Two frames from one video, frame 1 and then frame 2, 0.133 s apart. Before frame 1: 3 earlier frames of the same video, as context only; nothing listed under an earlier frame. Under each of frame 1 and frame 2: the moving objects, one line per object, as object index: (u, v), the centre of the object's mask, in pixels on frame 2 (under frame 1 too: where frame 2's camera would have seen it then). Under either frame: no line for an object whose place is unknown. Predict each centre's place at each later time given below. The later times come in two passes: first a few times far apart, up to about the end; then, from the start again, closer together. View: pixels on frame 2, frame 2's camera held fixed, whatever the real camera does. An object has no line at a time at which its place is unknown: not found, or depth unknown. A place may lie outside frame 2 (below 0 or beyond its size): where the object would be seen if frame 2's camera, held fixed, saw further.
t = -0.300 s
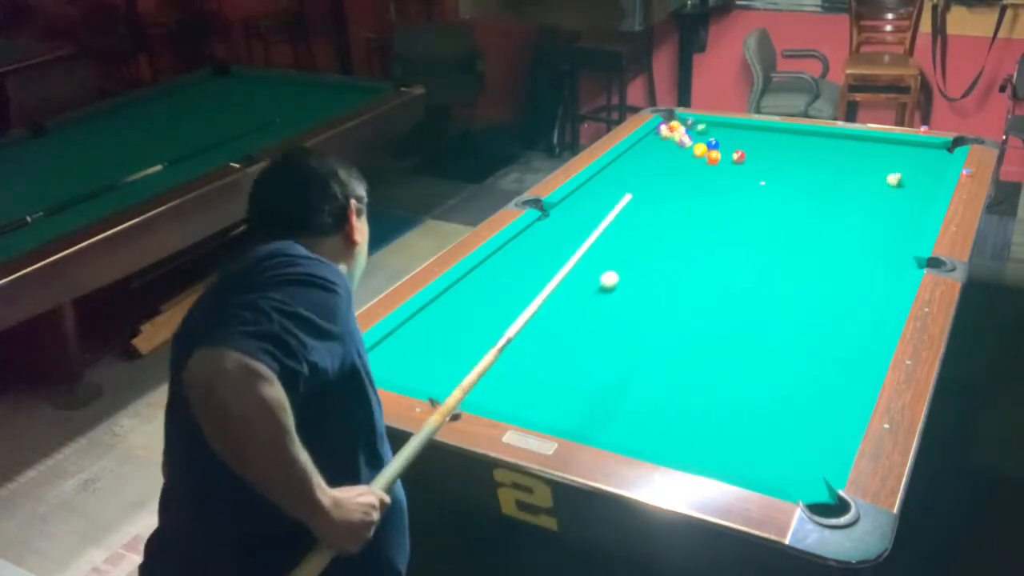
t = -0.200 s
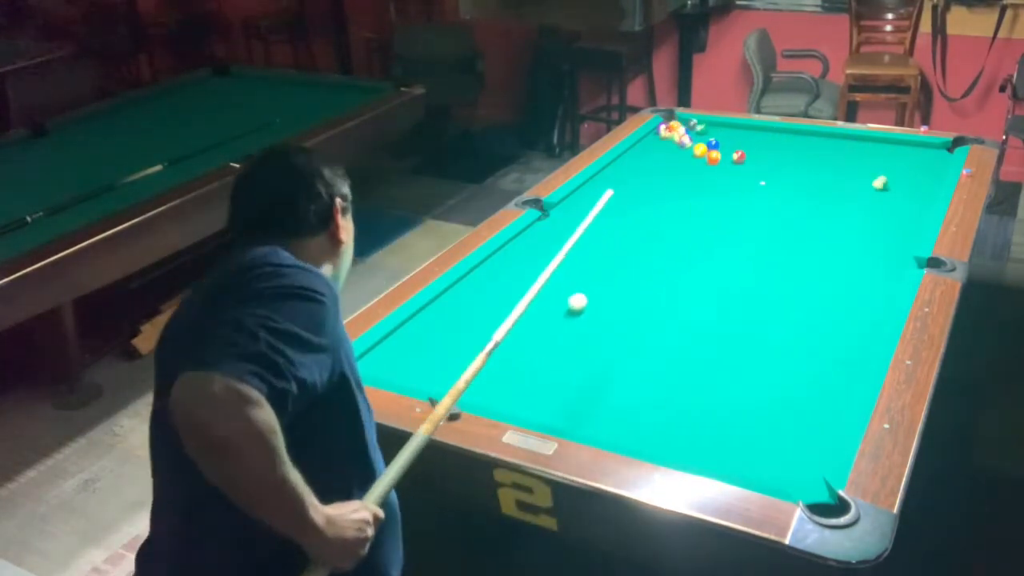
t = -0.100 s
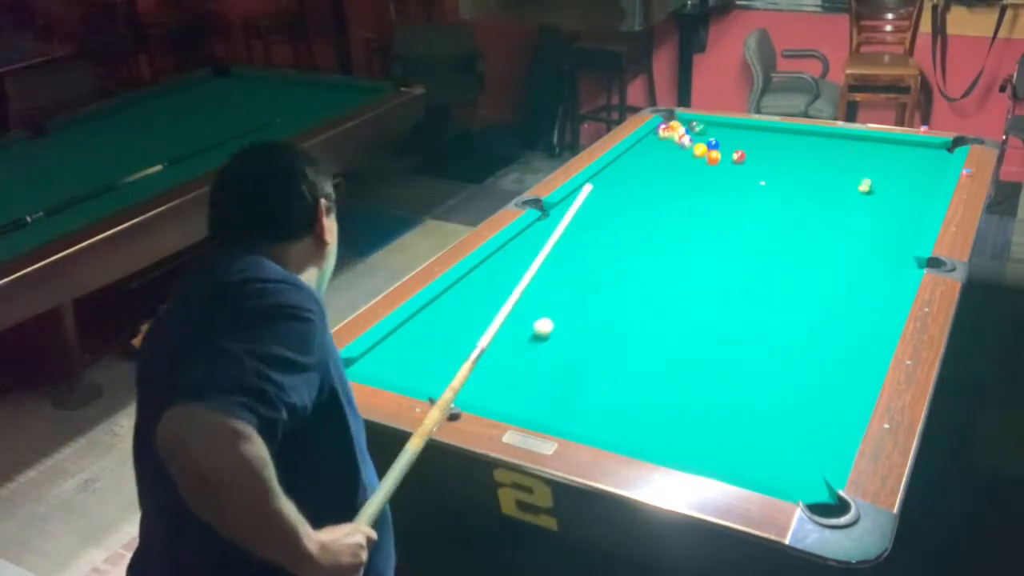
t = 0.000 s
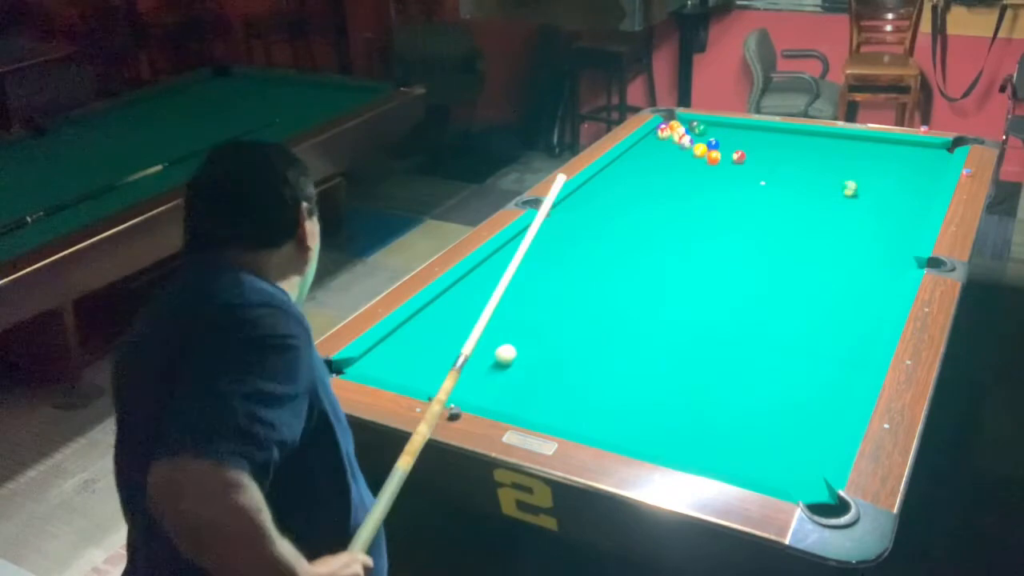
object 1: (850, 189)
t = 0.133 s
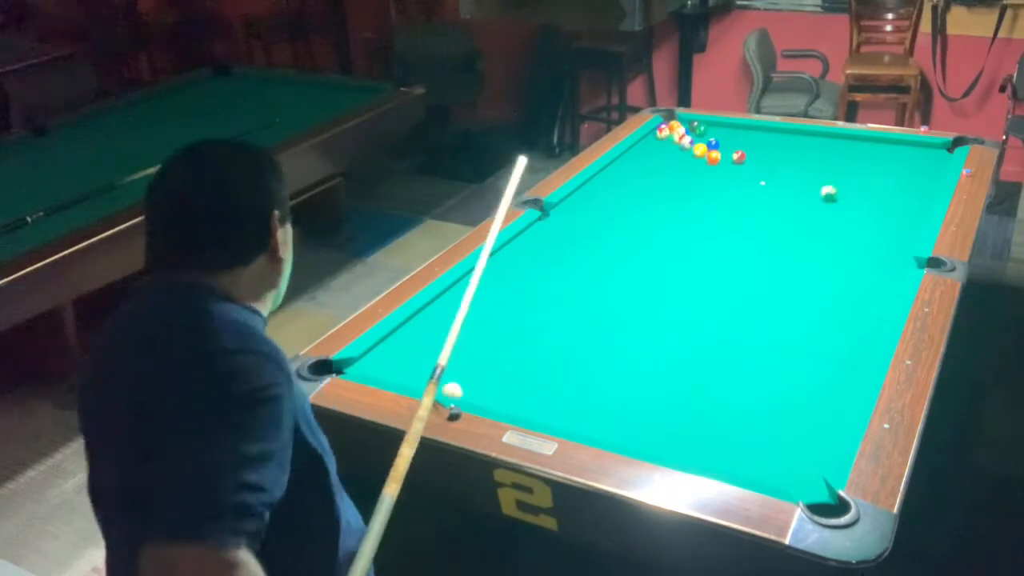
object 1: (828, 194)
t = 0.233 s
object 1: (814, 197)
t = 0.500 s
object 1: (774, 207)
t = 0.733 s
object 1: (738, 214)
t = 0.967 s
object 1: (704, 222)
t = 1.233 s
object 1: (664, 230)
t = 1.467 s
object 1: (631, 238)
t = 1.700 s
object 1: (596, 245)
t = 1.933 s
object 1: (564, 252)
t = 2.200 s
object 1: (526, 261)
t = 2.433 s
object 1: (494, 267)
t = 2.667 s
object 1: (479, 276)
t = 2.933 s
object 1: (478, 284)
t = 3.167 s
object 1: (481, 293)
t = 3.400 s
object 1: (481, 301)
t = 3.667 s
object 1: (481, 310)
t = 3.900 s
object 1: (483, 317)
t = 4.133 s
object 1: (484, 323)
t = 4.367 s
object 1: (485, 330)
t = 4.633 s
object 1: (485, 335)
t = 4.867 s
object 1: (486, 340)
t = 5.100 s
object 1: (488, 344)
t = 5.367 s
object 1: (489, 348)
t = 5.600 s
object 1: (490, 350)
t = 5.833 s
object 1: (492, 352)
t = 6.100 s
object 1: (492, 353)
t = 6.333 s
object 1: (492, 354)
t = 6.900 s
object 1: (492, 352)
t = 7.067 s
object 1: (492, 353)
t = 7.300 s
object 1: (492, 353)
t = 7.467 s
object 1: (498, 352)
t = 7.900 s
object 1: (492, 353)
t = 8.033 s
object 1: (492, 353)
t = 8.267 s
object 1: (492, 353)
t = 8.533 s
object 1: (492, 353)
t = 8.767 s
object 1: (492, 354)
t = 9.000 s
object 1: (492, 354)
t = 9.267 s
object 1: (492, 354)
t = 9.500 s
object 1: (492, 354)
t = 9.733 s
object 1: (492, 354)
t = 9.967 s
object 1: (492, 354)
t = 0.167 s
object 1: (824, 196)
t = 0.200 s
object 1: (819, 196)
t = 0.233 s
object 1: (814, 197)
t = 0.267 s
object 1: (809, 199)
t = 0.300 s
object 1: (804, 199)
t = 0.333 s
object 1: (798, 200)
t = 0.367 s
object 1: (793, 202)
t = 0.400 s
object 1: (789, 202)
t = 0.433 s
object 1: (783, 203)
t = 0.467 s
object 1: (778, 205)
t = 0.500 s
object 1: (774, 207)
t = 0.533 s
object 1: (768, 207)
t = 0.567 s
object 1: (763, 209)
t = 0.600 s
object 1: (759, 210)
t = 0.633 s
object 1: (753, 210)
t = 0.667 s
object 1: (748, 212)
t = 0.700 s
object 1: (743, 213)
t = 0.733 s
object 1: (738, 214)
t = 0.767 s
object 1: (733, 215)
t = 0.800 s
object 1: (728, 216)
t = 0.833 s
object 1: (724, 217)
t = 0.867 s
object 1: (718, 218)
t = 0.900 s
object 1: (713, 220)
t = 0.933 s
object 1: (708, 221)
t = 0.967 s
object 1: (704, 222)
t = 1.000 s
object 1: (698, 223)
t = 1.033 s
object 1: (693, 224)
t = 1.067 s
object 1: (689, 226)
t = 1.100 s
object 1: (683, 226)
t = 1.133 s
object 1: (678, 227)
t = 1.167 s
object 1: (673, 229)
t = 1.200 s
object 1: (669, 230)
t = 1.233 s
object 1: (664, 230)
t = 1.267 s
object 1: (658, 231)
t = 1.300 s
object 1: (654, 233)
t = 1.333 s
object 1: (650, 234)
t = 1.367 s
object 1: (644, 235)
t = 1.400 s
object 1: (640, 235)
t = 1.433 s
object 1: (634, 237)
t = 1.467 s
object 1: (631, 238)
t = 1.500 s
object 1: (625, 238)
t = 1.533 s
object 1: (619, 240)
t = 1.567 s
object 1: (616, 241)
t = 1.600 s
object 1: (612, 242)
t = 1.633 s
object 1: (606, 243)
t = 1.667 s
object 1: (601, 244)
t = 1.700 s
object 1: (596, 245)
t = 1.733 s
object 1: (592, 247)
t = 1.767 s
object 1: (587, 247)
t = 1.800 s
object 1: (582, 248)
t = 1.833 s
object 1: (577, 249)
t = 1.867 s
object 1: (572, 251)
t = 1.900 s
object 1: (569, 252)
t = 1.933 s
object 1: (564, 252)
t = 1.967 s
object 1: (558, 253)
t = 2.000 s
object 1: (554, 254)
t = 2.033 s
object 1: (549, 256)
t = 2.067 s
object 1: (545, 256)
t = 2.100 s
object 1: (540, 257)
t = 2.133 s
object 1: (535, 258)
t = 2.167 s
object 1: (530, 260)
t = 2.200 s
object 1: (526, 261)
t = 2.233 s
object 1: (522, 261)
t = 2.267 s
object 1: (517, 262)
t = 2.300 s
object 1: (512, 263)
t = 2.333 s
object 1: (507, 264)
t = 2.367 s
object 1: (503, 266)
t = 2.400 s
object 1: (500, 266)
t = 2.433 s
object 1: (494, 267)
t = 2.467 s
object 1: (489, 267)
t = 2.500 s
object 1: (484, 269)
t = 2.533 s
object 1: (481, 270)
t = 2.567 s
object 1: (478, 272)
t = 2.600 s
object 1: (479, 273)
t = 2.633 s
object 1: (480, 274)
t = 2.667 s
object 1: (479, 276)
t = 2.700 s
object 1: (479, 276)
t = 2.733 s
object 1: (479, 277)
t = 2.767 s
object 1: (479, 279)
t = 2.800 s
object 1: (478, 280)
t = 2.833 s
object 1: (479, 281)
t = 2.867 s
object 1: (479, 282)
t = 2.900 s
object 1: (479, 283)
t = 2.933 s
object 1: (478, 284)
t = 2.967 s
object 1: (479, 285)
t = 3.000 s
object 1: (479, 287)
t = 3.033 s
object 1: (480, 289)
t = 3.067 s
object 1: (480, 290)
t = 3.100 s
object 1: (481, 291)
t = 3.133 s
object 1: (481, 292)
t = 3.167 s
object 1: (481, 293)
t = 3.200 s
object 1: (481, 294)
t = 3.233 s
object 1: (481, 295)
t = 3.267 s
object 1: (481, 297)
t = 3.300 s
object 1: (481, 298)
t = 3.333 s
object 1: (482, 299)
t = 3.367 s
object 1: (481, 300)
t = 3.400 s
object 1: (481, 301)
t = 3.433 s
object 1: (481, 302)
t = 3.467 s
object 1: (481, 303)
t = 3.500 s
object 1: (481, 304)
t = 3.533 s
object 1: (481, 305)
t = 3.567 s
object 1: (481, 306)
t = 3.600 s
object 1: (481, 307)
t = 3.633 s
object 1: (481, 309)
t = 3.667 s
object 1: (481, 310)
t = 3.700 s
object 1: (481, 311)
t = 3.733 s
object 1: (481, 312)
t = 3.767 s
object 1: (481, 313)
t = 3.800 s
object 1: (482, 314)
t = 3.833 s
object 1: (483, 315)
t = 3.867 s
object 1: (483, 316)
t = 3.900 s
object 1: (483, 317)
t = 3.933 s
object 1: (483, 317)
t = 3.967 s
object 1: (483, 319)
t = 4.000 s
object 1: (484, 319)
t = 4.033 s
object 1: (484, 320)
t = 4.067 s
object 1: (484, 321)
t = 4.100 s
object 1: (484, 322)
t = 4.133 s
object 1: (484, 323)
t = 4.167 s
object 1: (485, 324)
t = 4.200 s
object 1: (484, 325)
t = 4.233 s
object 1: (484, 326)
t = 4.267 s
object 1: (484, 327)
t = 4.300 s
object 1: (485, 328)
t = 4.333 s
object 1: (485, 329)
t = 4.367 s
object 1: (485, 330)
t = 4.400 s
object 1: (485, 331)
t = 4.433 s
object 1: (485, 331)
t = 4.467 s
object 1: (485, 332)
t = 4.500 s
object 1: (485, 333)
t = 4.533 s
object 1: (485, 333)
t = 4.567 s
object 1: (485, 334)
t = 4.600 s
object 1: (485, 335)
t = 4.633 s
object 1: (485, 335)
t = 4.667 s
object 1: (486, 336)
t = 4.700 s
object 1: (486, 337)
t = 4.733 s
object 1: (486, 338)
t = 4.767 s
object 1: (486, 338)
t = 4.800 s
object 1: (486, 339)
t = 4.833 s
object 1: (486, 340)
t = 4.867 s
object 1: (486, 340)
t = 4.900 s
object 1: (486, 340)
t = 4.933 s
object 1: (487, 341)
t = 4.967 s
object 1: (486, 342)
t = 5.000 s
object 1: (487, 343)
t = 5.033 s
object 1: (487, 343)
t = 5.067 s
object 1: (488, 343)
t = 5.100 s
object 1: (488, 344)
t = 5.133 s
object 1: (488, 345)
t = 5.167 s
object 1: (488, 345)
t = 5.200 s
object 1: (488, 346)
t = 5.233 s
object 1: (489, 346)
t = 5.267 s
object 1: (489, 347)
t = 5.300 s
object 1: (489, 347)
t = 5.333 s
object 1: (489, 347)
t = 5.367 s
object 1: (489, 348)
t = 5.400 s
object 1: (490, 348)
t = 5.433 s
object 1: (490, 348)
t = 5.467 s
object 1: (490, 349)
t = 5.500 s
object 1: (490, 349)
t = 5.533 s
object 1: (490, 350)
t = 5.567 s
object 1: (490, 350)
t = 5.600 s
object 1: (490, 350)
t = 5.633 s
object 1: (490, 350)
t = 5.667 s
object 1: (491, 351)
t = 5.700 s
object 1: (491, 351)
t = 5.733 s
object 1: (491, 351)
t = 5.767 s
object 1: (491, 351)
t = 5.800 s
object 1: (491, 352)
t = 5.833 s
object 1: (492, 352)
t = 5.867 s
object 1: (491, 352)
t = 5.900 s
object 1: (491, 352)
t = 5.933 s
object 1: (492, 352)
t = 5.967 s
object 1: (492, 353)
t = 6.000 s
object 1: (492, 353)
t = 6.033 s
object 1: (492, 353)
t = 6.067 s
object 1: (492, 353)
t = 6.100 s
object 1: (492, 353)
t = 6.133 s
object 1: (492, 353)
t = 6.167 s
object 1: (492, 354)
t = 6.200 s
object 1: (492, 354)
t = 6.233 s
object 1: (492, 354)
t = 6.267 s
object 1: (492, 353)
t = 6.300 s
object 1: (492, 354)
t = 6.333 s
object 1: (492, 354)
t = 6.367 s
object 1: (492, 354)
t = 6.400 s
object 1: (492, 354)
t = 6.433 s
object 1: (491, 354)
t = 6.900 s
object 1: (492, 352)
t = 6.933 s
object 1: (492, 353)
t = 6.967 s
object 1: (492, 353)
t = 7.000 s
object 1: (492, 353)
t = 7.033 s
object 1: (492, 353)
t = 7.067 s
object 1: (492, 353)
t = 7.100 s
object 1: (492, 353)
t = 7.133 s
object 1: (492, 353)
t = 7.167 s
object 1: (492, 353)
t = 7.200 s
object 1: (492, 353)
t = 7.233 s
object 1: (492, 353)
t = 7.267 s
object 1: (492, 353)
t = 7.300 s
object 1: (492, 353)
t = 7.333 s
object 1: (492, 353)
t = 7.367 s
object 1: (492, 353)
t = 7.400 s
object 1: (492, 353)
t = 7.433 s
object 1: (494, 353)
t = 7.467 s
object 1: (498, 352)
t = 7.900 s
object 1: (492, 353)
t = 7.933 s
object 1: (492, 353)
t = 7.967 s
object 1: (492, 353)
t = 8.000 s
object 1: (492, 353)
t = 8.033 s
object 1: (492, 353)
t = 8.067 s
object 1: (492, 353)
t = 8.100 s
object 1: (492, 353)
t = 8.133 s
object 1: (492, 353)
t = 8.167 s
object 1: (492, 353)
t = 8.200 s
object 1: (492, 353)
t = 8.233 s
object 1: (492, 353)
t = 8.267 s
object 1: (492, 353)
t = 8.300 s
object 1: (492, 353)
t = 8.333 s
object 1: (492, 353)
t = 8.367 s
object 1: (492, 353)
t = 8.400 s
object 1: (492, 353)
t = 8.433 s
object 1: (492, 353)
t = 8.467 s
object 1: (492, 354)
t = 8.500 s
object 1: (492, 353)
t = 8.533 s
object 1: (492, 353)
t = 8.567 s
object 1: (492, 354)
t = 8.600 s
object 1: (492, 354)
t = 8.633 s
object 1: (492, 353)
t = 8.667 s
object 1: (492, 353)
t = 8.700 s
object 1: (492, 354)
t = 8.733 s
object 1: (492, 353)
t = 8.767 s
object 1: (492, 354)
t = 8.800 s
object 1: (492, 354)
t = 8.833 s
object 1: (492, 354)
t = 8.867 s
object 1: (492, 354)
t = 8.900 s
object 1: (492, 354)
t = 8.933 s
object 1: (492, 354)
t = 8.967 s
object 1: (492, 354)
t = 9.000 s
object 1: (492, 354)
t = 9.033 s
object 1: (492, 354)
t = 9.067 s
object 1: (492, 354)
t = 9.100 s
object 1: (492, 354)
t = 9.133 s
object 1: (492, 354)
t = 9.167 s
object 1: (492, 354)
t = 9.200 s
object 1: (492, 354)
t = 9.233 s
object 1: (492, 354)
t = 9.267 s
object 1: (492, 354)
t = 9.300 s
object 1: (492, 354)
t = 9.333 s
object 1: (492, 354)
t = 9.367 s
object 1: (492, 354)
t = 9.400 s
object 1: (492, 354)
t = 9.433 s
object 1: (492, 354)
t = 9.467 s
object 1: (492, 354)
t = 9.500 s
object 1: (492, 354)
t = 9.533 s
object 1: (492, 354)
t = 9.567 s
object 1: (492, 354)
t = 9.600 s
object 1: (492, 354)
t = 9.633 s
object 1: (492, 354)
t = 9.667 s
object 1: (492, 354)
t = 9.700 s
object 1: (492, 354)
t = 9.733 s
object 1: (492, 354)
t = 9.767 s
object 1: (492, 354)
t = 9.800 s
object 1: (492, 354)
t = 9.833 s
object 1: (492, 354)
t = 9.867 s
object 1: (492, 354)
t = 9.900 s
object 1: (492, 354)
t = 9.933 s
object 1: (492, 354)
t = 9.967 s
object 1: (492, 354)
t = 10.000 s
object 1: (492, 354)
